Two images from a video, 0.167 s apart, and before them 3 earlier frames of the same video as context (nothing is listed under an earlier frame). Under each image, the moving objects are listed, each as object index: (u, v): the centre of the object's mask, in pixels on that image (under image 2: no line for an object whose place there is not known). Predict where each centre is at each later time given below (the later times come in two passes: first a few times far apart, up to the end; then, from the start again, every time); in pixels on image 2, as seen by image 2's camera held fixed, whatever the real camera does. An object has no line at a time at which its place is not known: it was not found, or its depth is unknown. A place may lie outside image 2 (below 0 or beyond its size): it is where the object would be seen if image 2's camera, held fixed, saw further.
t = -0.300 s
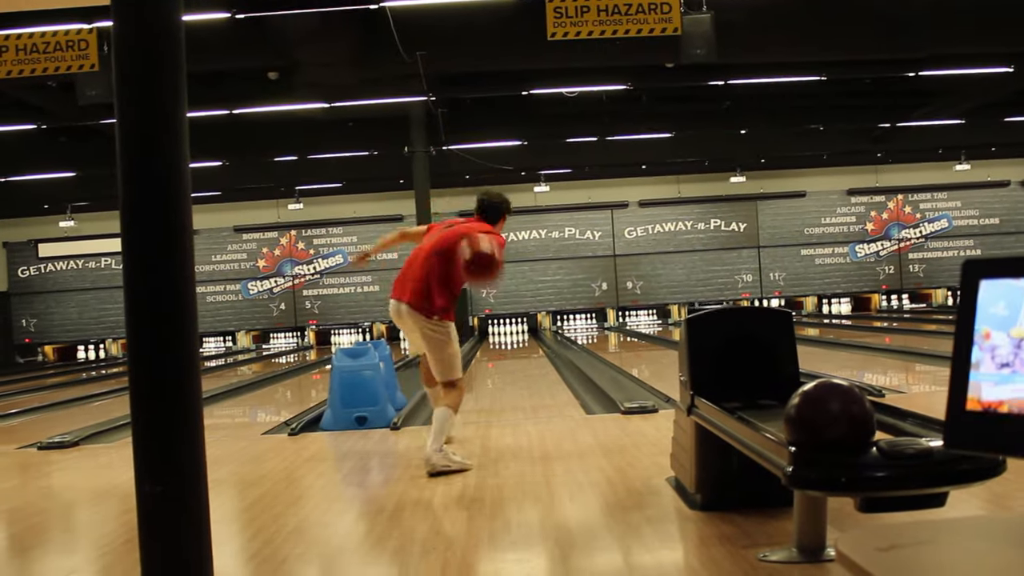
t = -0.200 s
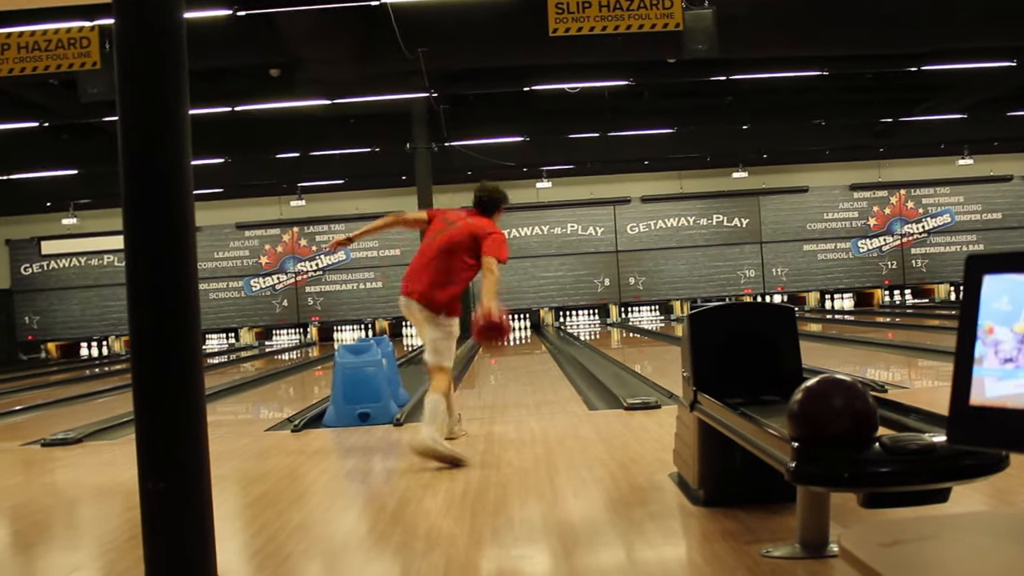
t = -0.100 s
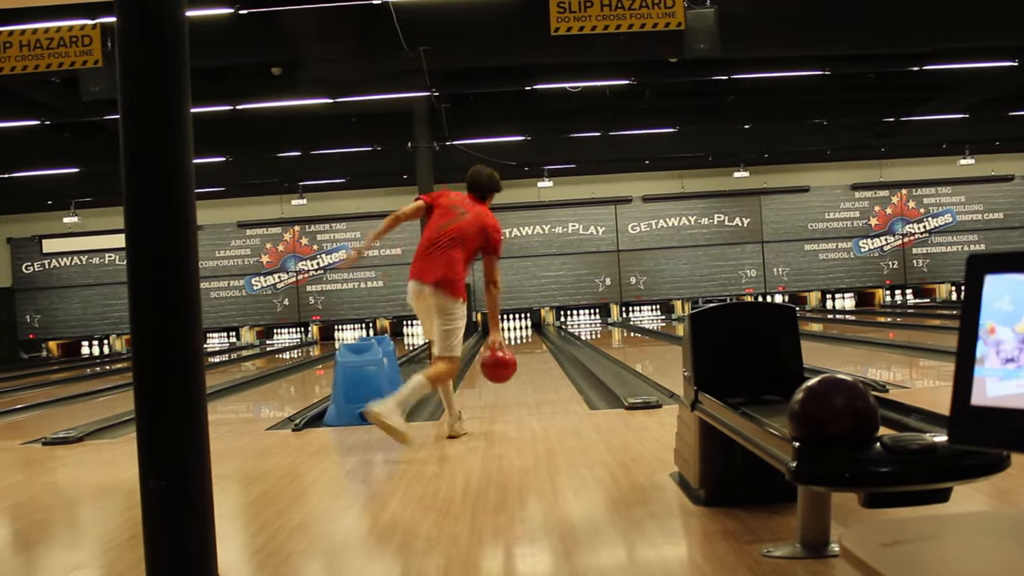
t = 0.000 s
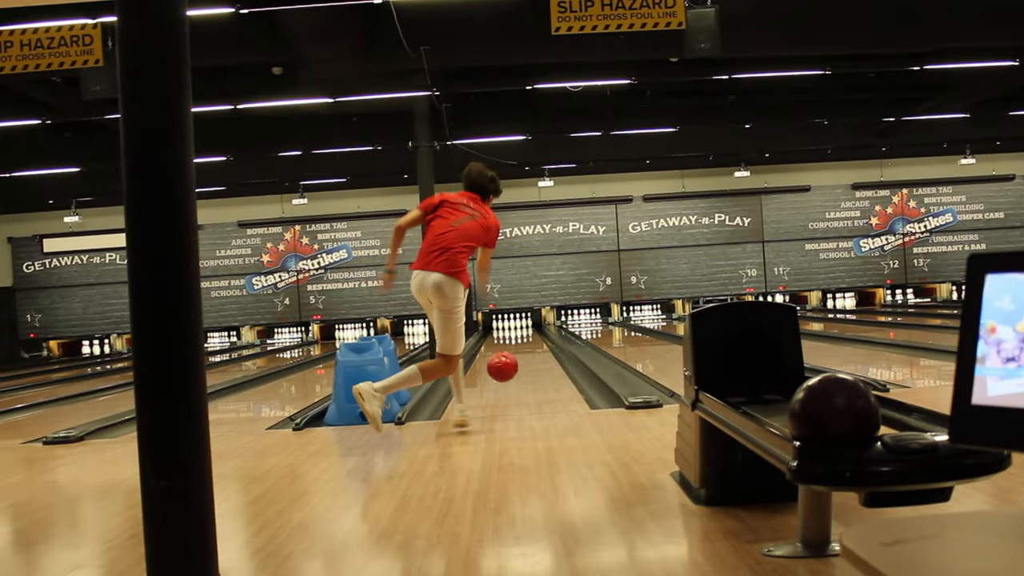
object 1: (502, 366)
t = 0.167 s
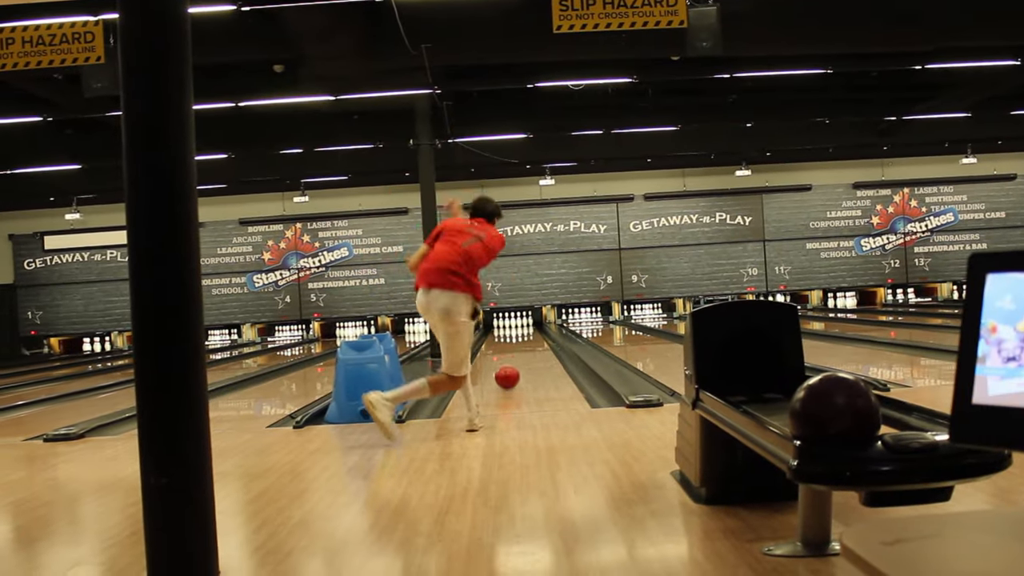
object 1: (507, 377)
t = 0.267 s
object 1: (508, 370)
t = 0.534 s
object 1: (510, 353)
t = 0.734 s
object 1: (512, 343)
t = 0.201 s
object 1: (507, 374)
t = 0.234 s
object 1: (508, 372)
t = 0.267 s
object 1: (508, 370)
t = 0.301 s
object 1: (508, 368)
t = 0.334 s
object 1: (508, 366)
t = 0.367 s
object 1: (509, 363)
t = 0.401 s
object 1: (509, 361)
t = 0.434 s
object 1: (509, 359)
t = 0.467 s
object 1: (509, 357)
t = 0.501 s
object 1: (510, 355)
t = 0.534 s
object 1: (510, 353)
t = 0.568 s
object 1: (510, 351)
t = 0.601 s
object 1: (511, 350)
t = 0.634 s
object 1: (511, 348)
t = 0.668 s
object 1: (511, 347)
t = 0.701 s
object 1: (511, 345)
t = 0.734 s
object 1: (512, 343)
